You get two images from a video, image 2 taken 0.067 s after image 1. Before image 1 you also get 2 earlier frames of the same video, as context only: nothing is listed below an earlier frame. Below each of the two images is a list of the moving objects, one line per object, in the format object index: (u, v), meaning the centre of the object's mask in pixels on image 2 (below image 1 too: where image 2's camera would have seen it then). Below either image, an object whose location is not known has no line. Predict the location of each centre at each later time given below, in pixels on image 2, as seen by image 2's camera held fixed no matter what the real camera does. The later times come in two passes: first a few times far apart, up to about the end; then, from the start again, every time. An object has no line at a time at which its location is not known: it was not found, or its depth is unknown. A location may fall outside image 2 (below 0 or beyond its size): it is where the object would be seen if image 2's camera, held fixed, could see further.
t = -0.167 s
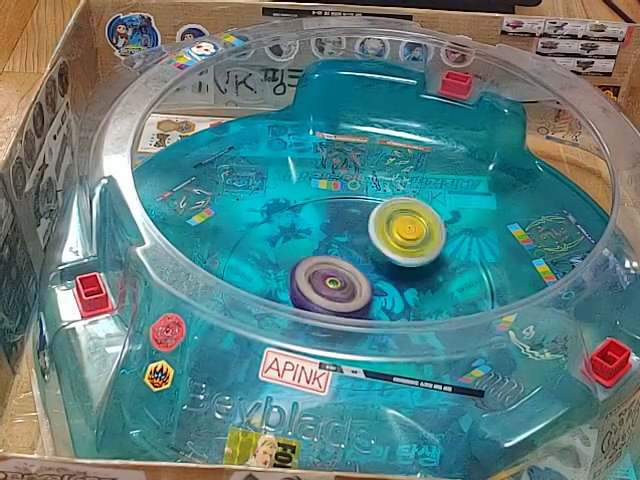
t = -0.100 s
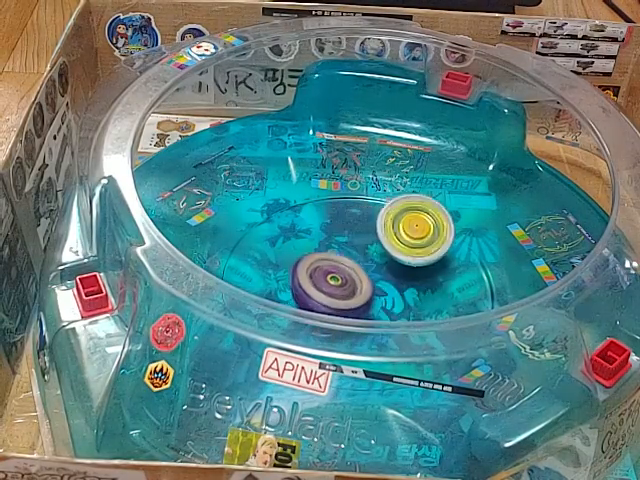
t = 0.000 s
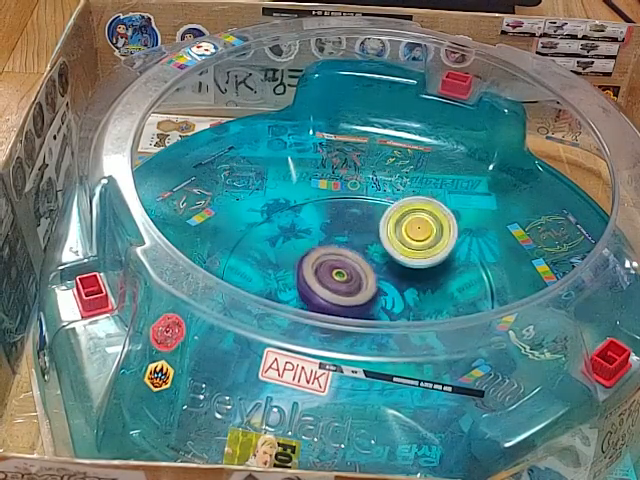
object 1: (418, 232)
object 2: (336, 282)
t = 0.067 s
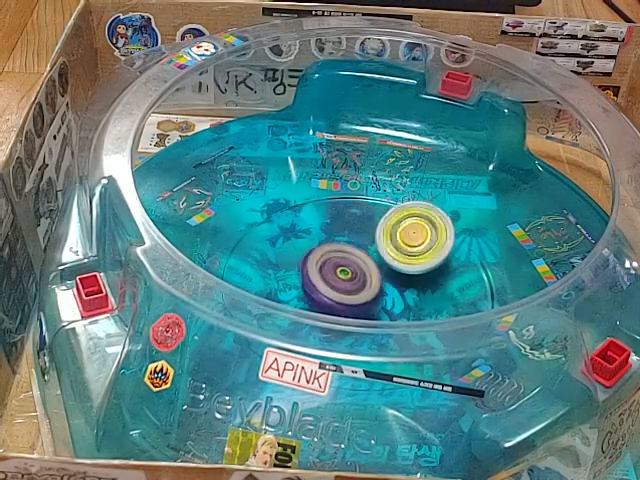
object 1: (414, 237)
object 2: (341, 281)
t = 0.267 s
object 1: (418, 252)
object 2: (339, 276)
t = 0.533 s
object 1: (403, 306)
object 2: (319, 256)
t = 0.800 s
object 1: (327, 305)
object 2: (322, 250)
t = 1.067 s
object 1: (276, 271)
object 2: (350, 249)
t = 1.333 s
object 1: (301, 239)
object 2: (373, 262)
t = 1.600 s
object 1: (338, 233)
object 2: (470, 285)
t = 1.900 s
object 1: (366, 288)
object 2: (449, 266)
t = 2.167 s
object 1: (340, 293)
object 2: (445, 258)
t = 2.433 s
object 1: (331, 275)
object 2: (431, 256)
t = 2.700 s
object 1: (346, 243)
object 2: (422, 257)
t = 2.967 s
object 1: (383, 204)
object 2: (411, 255)
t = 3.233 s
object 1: (435, 216)
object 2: (386, 266)
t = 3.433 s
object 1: (472, 244)
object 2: (368, 268)
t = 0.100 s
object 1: (412, 240)
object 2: (343, 280)
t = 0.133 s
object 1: (410, 242)
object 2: (345, 279)
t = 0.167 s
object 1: (410, 243)
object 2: (345, 279)
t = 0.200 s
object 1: (413, 246)
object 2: (340, 278)
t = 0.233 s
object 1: (416, 248)
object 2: (338, 277)
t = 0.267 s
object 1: (418, 252)
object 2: (339, 276)
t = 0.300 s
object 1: (418, 256)
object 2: (341, 276)
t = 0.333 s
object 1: (418, 263)
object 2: (339, 275)
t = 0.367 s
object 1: (417, 269)
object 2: (336, 274)
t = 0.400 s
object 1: (414, 277)
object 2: (335, 273)
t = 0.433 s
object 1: (409, 285)
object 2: (334, 272)
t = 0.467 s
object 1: (409, 295)
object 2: (326, 261)
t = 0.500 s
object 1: (409, 301)
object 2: (321, 258)
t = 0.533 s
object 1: (403, 306)
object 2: (319, 256)
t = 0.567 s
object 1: (394, 308)
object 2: (319, 256)
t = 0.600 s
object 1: (386, 310)
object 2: (319, 255)
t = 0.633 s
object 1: (376, 312)
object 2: (319, 255)
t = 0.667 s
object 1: (367, 312)
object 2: (319, 254)
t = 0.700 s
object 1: (356, 311)
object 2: (320, 253)
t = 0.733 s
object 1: (347, 310)
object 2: (320, 252)
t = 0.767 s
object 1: (336, 308)
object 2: (321, 251)
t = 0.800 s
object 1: (327, 305)
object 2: (322, 250)
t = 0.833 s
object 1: (319, 303)
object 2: (323, 252)
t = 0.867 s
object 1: (311, 299)
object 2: (325, 252)
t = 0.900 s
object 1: (307, 296)
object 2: (327, 251)
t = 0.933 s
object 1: (301, 292)
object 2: (331, 251)
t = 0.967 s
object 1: (290, 288)
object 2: (336, 251)
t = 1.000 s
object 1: (284, 283)
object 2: (342, 248)
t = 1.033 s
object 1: (278, 278)
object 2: (347, 248)
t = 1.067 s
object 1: (276, 271)
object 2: (350, 249)
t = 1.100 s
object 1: (277, 265)
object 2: (353, 250)
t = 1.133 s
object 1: (278, 259)
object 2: (354, 252)
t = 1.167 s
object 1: (282, 254)
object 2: (355, 252)
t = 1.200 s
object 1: (286, 251)
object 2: (359, 254)
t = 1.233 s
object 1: (286, 246)
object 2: (364, 257)
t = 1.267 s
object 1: (289, 243)
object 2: (369, 259)
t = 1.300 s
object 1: (295, 241)
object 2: (371, 261)
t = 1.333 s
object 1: (301, 239)
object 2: (373, 262)
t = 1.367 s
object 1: (297, 232)
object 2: (387, 272)
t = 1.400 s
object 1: (296, 223)
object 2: (403, 280)
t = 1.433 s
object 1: (297, 219)
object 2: (417, 284)
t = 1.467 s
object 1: (303, 218)
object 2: (431, 287)
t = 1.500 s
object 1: (311, 220)
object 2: (445, 288)
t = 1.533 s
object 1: (320, 222)
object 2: (458, 287)
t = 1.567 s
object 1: (328, 227)
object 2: (466, 286)
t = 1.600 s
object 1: (338, 233)
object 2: (470, 285)
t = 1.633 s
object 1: (346, 239)
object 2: (471, 282)
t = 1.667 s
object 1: (354, 247)
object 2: (469, 280)
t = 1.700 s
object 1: (361, 253)
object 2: (466, 278)
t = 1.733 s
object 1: (366, 261)
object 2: (462, 276)
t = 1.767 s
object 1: (372, 268)
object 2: (458, 275)
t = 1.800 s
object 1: (371, 274)
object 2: (456, 271)
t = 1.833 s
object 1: (370, 279)
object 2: (454, 270)
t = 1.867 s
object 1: (368, 284)
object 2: (451, 268)
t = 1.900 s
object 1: (366, 288)
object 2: (449, 266)
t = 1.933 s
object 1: (364, 291)
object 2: (447, 264)
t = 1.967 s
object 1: (363, 294)
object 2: (447, 263)
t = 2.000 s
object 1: (359, 295)
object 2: (446, 261)
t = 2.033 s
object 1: (356, 298)
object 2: (446, 260)
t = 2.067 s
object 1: (350, 293)
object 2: (445, 259)
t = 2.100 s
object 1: (348, 299)
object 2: (446, 259)
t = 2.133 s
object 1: (344, 292)
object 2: (445, 258)
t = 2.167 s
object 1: (340, 293)
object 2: (445, 258)
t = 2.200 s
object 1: (338, 290)
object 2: (444, 257)
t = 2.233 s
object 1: (334, 289)
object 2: (443, 258)
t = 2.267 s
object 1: (334, 286)
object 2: (442, 257)
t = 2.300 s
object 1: (332, 285)
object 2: (440, 257)
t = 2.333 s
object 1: (332, 283)
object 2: (438, 256)
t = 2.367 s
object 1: (330, 281)
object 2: (435, 257)
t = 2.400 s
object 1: (330, 277)
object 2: (433, 256)
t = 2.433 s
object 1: (331, 275)
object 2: (431, 256)
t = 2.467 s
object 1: (333, 271)
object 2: (429, 256)
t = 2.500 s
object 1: (336, 269)
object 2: (426, 255)
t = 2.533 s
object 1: (338, 265)
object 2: (424, 255)
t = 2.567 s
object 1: (343, 263)
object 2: (422, 253)
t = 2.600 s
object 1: (346, 261)
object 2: (421, 253)
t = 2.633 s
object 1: (345, 257)
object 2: (420, 254)
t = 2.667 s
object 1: (346, 253)
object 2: (420, 255)
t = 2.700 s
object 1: (346, 243)
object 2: (422, 257)
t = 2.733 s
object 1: (347, 237)
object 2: (420, 258)
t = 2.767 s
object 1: (350, 230)
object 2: (417, 258)
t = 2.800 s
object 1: (354, 223)
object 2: (417, 256)
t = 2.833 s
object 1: (360, 217)
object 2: (415, 256)
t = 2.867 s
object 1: (366, 214)
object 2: (414, 255)
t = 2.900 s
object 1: (372, 210)
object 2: (413, 255)
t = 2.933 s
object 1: (378, 208)
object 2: (412, 255)
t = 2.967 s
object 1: (383, 204)
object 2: (411, 255)
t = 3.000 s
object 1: (386, 203)
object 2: (408, 255)
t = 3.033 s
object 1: (390, 203)
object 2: (408, 254)
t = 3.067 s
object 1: (395, 203)
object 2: (405, 256)
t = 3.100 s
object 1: (406, 203)
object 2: (399, 262)
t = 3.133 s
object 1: (413, 204)
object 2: (393, 266)
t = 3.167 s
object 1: (422, 207)
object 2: (390, 267)
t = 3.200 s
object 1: (430, 211)
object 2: (388, 267)
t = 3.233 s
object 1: (435, 216)
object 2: (386, 266)
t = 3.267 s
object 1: (442, 223)
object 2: (385, 267)
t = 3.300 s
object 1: (448, 230)
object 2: (383, 267)
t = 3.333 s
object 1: (454, 237)
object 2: (381, 266)
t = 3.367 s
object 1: (464, 239)
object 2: (376, 268)
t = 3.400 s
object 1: (470, 240)
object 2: (371, 268)
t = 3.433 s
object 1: (472, 244)
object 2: (368, 268)
